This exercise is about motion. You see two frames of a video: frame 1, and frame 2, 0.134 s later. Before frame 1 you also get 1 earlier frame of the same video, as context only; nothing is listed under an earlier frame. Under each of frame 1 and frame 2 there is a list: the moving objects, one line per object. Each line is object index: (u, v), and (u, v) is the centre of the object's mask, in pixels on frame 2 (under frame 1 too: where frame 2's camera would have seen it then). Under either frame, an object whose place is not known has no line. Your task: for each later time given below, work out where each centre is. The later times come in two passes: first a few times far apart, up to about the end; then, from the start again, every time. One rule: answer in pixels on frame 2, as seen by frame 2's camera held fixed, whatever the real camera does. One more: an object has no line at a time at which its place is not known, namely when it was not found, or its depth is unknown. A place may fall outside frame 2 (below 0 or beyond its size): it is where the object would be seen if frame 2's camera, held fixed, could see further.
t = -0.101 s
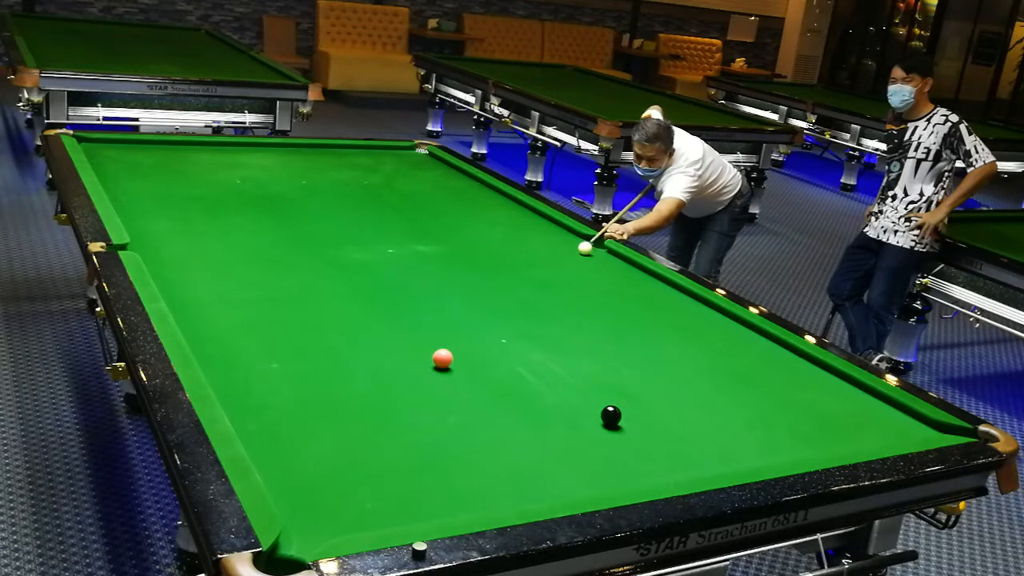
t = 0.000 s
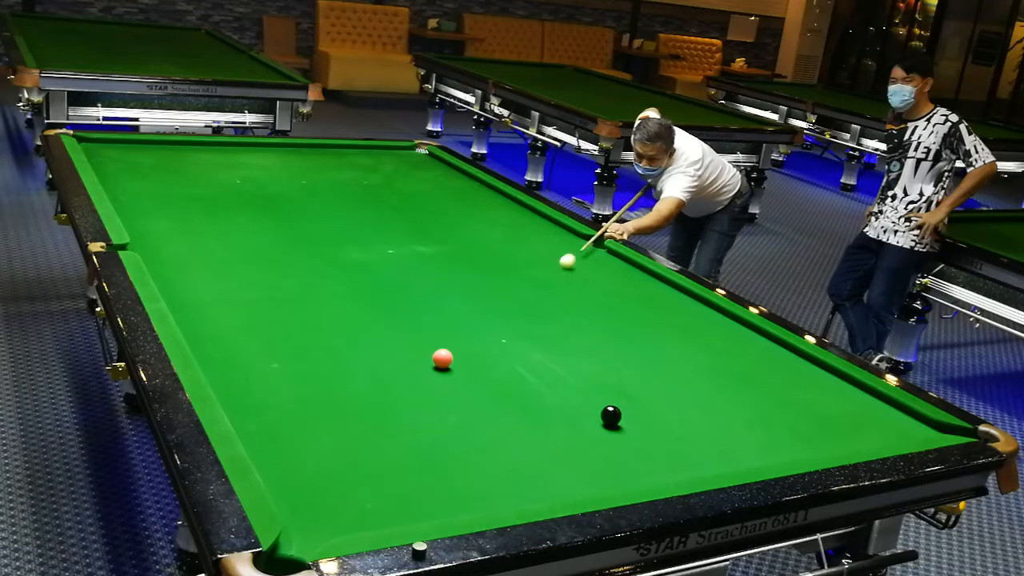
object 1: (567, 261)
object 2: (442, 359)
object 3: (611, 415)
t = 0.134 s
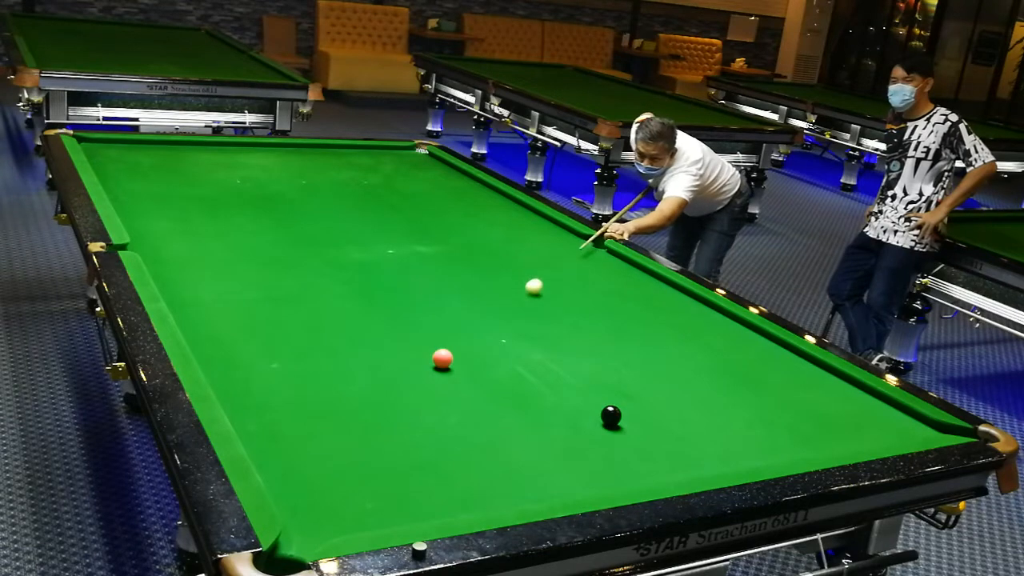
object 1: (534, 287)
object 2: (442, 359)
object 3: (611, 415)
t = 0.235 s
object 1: (506, 308)
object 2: (442, 359)
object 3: (611, 415)
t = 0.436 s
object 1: (442, 351)
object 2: (433, 370)
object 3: (611, 415)
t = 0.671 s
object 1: (396, 359)
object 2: (366, 456)
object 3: (611, 415)
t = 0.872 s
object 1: (350, 372)
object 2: (300, 540)
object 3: (611, 415)
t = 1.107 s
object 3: (611, 415)
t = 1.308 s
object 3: (611, 416)
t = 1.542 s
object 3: (611, 415)
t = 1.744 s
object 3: (611, 415)
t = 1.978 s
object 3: (611, 415)
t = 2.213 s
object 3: (611, 415)
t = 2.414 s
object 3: (611, 415)
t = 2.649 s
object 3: (611, 415)
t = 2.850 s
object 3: (611, 415)
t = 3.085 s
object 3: (611, 415)
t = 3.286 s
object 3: (611, 415)
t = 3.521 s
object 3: (611, 415)
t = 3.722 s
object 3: (617, 414)
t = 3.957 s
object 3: (625, 413)
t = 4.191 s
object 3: (632, 412)
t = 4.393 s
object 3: (637, 411)
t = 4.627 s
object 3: (641, 411)
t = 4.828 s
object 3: (644, 411)
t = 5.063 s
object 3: (645, 410)
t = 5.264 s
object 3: (645, 409)
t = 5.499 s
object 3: (645, 409)
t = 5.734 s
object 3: (645, 409)
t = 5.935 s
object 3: (645, 409)
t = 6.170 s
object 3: (645, 409)
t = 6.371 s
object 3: (645, 409)
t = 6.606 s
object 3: (645, 409)
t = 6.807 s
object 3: (645, 409)
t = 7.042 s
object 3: (645, 409)
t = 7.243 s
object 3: (645, 409)
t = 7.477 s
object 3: (645, 409)
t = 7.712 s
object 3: (645, 409)
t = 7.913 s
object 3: (645, 409)
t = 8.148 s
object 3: (645, 409)
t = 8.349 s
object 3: (645, 409)
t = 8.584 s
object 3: (645, 409)
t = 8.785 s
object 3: (645, 409)
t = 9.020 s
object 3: (645, 409)
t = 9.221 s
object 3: (645, 409)
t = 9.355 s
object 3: (645, 409)
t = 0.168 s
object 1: (525, 293)
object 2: (442, 359)
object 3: (611, 415)
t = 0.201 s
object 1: (515, 301)
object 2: (442, 359)
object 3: (611, 415)
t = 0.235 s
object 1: (506, 308)
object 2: (442, 359)
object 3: (611, 415)
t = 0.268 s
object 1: (495, 316)
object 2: (442, 359)
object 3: (611, 415)
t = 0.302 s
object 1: (484, 324)
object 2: (442, 359)
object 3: (611, 415)
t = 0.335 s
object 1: (473, 333)
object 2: (442, 359)
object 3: (611, 415)
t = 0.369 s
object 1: (460, 342)
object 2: (442, 359)
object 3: (611, 415)
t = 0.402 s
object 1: (449, 348)
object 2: (441, 360)
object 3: (611, 415)
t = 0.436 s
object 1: (442, 351)
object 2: (433, 370)
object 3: (611, 415)
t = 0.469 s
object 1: (436, 352)
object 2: (424, 381)
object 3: (611, 415)
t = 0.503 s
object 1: (431, 352)
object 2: (415, 393)
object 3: (611, 415)
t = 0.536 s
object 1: (425, 353)
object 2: (406, 405)
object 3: (611, 415)
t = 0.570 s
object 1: (419, 354)
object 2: (396, 418)
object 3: (611, 415)
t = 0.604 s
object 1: (411, 355)
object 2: (386, 430)
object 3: (611, 415)
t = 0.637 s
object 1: (404, 357)
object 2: (376, 442)
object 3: (611, 415)
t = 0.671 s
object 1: (396, 359)
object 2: (366, 456)
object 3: (611, 415)
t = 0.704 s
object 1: (389, 361)
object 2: (356, 469)
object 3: (611, 415)
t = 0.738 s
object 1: (381, 364)
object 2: (345, 482)
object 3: (611, 415)
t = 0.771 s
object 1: (374, 365)
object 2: (335, 496)
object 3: (611, 415)
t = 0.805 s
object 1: (366, 368)
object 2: (324, 510)
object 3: (611, 415)
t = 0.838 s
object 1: (358, 370)
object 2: (312, 524)
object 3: (611, 415)
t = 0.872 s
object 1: (350, 372)
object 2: (300, 540)
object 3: (611, 415)
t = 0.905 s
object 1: (342, 375)
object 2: (286, 558)
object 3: (611, 415)
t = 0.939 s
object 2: (276, 570)
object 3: (611, 415)
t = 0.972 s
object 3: (611, 415)
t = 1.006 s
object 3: (611, 415)
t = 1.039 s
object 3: (611, 415)
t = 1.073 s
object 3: (611, 415)
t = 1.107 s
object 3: (611, 415)
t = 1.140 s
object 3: (611, 415)
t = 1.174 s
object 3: (611, 415)
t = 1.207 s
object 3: (611, 415)
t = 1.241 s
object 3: (611, 415)
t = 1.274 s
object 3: (611, 415)
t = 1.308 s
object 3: (611, 416)
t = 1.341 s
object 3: (611, 415)
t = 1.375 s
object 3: (611, 416)
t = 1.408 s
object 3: (611, 416)
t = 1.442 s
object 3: (611, 416)
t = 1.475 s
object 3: (611, 415)
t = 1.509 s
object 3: (611, 415)
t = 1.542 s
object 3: (611, 415)
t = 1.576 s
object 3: (611, 415)
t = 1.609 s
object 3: (611, 415)
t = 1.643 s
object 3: (611, 415)
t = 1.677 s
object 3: (611, 415)
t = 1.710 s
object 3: (611, 415)
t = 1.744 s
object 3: (611, 415)
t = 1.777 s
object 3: (611, 415)
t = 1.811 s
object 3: (611, 415)
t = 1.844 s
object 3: (611, 415)
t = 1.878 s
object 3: (611, 415)
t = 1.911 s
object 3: (611, 415)
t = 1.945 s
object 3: (611, 415)
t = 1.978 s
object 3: (611, 415)
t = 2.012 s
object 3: (611, 415)
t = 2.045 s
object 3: (611, 415)
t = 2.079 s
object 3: (611, 415)
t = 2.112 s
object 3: (611, 415)
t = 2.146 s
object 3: (611, 415)
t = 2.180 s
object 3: (611, 415)
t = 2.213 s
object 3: (611, 415)
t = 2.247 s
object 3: (611, 415)
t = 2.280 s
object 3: (611, 415)
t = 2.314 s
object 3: (611, 415)
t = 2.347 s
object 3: (611, 415)
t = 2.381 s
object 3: (611, 415)
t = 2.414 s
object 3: (611, 415)
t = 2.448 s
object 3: (611, 415)
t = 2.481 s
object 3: (611, 415)
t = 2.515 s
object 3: (611, 415)
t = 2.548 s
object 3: (611, 415)
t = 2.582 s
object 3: (611, 415)
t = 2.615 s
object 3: (611, 415)
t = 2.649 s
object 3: (611, 415)
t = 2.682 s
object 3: (611, 416)
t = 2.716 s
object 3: (611, 416)
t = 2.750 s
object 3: (611, 416)
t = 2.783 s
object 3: (611, 416)
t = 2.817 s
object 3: (611, 416)
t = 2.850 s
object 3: (611, 415)
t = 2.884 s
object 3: (611, 415)
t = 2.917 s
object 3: (611, 415)
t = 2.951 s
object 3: (611, 415)
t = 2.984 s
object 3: (611, 415)
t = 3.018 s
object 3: (611, 415)
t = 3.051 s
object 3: (611, 415)
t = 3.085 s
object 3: (611, 415)
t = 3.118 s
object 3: (611, 415)
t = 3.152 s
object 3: (611, 415)
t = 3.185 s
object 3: (611, 415)
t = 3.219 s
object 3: (611, 415)
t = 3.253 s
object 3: (611, 415)
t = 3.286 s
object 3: (611, 415)
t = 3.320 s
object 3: (611, 415)
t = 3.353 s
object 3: (611, 415)
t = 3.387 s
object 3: (611, 415)
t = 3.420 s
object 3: (611, 415)
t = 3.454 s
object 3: (611, 415)
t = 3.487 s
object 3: (611, 415)
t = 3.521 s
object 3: (611, 415)
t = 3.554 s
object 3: (611, 415)
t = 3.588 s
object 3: (611, 416)
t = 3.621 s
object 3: (613, 415)
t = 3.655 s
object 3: (614, 415)
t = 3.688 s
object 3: (615, 415)
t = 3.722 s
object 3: (617, 414)
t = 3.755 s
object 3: (618, 414)
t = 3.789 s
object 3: (619, 414)
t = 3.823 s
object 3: (621, 413)
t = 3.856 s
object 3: (622, 413)
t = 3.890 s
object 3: (623, 413)
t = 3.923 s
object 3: (624, 413)
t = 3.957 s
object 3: (625, 413)
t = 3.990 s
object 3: (626, 412)
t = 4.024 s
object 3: (627, 412)
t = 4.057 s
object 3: (628, 412)
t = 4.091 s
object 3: (629, 412)
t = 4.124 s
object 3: (630, 412)
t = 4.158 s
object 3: (631, 412)
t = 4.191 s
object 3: (632, 412)
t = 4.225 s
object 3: (633, 412)
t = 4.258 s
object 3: (634, 411)
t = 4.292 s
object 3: (635, 411)
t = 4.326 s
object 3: (636, 411)
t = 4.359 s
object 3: (636, 411)
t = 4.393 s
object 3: (637, 411)
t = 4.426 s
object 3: (638, 411)
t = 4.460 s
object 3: (638, 411)
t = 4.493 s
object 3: (639, 411)
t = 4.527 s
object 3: (640, 411)
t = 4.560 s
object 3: (640, 411)
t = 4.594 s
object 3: (641, 411)
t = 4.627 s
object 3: (641, 411)
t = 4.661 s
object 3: (642, 410)
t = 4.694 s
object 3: (642, 411)
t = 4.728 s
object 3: (643, 410)
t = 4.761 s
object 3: (643, 411)
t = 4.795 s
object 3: (643, 410)
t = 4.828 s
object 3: (644, 411)
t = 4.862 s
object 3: (644, 411)
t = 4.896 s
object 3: (644, 410)
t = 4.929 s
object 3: (644, 410)
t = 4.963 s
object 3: (645, 410)
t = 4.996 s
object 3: (645, 410)
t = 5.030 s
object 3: (645, 410)
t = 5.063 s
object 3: (645, 410)
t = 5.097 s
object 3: (645, 410)
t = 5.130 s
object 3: (645, 410)
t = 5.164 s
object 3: (645, 410)
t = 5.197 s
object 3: (645, 410)
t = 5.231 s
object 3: (645, 409)
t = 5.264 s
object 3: (645, 409)
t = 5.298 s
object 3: (645, 409)
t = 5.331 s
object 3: (645, 409)
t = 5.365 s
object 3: (645, 409)
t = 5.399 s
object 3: (645, 409)
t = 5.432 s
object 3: (645, 409)
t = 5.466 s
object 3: (645, 409)
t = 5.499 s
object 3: (645, 409)
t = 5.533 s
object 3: (645, 409)
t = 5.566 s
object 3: (645, 409)
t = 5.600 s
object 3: (645, 409)
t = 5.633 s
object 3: (645, 409)
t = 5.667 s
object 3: (645, 409)
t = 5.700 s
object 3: (645, 409)
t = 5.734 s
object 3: (645, 409)
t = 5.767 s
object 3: (645, 409)
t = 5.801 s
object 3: (645, 409)
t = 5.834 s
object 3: (645, 409)
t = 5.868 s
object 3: (645, 409)
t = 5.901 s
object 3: (645, 409)
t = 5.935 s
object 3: (645, 409)
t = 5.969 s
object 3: (645, 409)
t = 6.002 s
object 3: (645, 409)
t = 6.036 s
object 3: (645, 409)
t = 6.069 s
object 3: (645, 409)
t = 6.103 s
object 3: (645, 409)
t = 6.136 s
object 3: (645, 409)
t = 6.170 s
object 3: (645, 409)
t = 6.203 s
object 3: (645, 409)
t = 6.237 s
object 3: (645, 409)
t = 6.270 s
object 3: (645, 409)
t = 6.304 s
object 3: (645, 409)
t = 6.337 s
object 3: (645, 409)
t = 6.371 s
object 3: (645, 409)
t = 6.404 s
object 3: (645, 409)
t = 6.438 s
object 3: (645, 409)
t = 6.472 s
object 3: (645, 409)
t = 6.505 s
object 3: (645, 409)
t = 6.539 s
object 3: (645, 409)
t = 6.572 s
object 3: (645, 409)
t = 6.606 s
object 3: (645, 409)
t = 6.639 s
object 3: (645, 409)
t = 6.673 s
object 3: (645, 409)
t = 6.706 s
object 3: (645, 409)
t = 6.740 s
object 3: (645, 409)
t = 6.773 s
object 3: (645, 409)
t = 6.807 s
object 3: (645, 409)
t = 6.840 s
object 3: (645, 409)
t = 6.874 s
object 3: (645, 409)
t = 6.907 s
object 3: (645, 409)
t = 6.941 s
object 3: (645, 409)
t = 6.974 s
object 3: (645, 409)
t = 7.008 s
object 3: (645, 409)
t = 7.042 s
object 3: (645, 409)
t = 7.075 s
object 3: (645, 409)
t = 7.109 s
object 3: (645, 409)
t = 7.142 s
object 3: (645, 409)
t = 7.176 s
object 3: (645, 409)
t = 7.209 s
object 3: (645, 409)
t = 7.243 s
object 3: (645, 409)
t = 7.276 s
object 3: (645, 409)
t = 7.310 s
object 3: (645, 409)
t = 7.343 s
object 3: (645, 409)
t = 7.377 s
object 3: (645, 409)
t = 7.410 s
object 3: (645, 409)
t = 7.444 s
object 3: (645, 409)
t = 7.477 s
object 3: (645, 409)
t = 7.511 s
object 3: (645, 409)
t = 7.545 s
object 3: (645, 409)
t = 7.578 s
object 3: (645, 409)
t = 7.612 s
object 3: (645, 409)
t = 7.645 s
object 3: (645, 409)
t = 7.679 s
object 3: (645, 409)
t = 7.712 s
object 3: (645, 409)
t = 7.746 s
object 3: (645, 409)
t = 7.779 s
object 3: (645, 409)
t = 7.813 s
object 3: (645, 409)
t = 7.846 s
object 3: (645, 409)
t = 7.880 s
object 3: (645, 409)
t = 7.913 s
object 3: (645, 409)
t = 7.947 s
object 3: (645, 409)
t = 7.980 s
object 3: (645, 409)
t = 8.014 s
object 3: (645, 409)
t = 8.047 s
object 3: (645, 409)
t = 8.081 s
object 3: (645, 409)
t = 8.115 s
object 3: (645, 409)
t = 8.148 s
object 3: (645, 409)
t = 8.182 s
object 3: (645, 409)
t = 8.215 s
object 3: (645, 409)
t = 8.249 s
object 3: (645, 409)
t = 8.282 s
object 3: (645, 409)
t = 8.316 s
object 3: (645, 409)
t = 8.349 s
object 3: (645, 409)
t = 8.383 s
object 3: (645, 409)
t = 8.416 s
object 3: (645, 409)
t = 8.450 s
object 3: (645, 409)
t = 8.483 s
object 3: (645, 409)
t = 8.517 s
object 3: (645, 409)
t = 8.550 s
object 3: (645, 409)
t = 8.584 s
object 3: (645, 409)
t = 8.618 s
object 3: (645, 409)
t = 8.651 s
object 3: (645, 409)
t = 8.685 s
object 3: (645, 409)
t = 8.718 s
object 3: (645, 409)
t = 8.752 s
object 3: (645, 409)
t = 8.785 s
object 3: (645, 409)
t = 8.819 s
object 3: (645, 409)
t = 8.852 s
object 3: (645, 409)
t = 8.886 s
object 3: (645, 409)
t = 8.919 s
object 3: (645, 409)
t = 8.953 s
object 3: (645, 409)
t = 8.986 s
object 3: (645, 409)
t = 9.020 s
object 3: (645, 409)
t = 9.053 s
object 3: (645, 409)
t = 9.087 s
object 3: (645, 411)
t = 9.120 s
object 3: (645, 410)
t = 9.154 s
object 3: (645, 409)
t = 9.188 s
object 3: (645, 409)
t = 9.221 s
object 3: (645, 409)
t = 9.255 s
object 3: (645, 409)
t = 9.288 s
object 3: (645, 409)
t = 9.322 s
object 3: (645, 409)
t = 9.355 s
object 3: (645, 409)
